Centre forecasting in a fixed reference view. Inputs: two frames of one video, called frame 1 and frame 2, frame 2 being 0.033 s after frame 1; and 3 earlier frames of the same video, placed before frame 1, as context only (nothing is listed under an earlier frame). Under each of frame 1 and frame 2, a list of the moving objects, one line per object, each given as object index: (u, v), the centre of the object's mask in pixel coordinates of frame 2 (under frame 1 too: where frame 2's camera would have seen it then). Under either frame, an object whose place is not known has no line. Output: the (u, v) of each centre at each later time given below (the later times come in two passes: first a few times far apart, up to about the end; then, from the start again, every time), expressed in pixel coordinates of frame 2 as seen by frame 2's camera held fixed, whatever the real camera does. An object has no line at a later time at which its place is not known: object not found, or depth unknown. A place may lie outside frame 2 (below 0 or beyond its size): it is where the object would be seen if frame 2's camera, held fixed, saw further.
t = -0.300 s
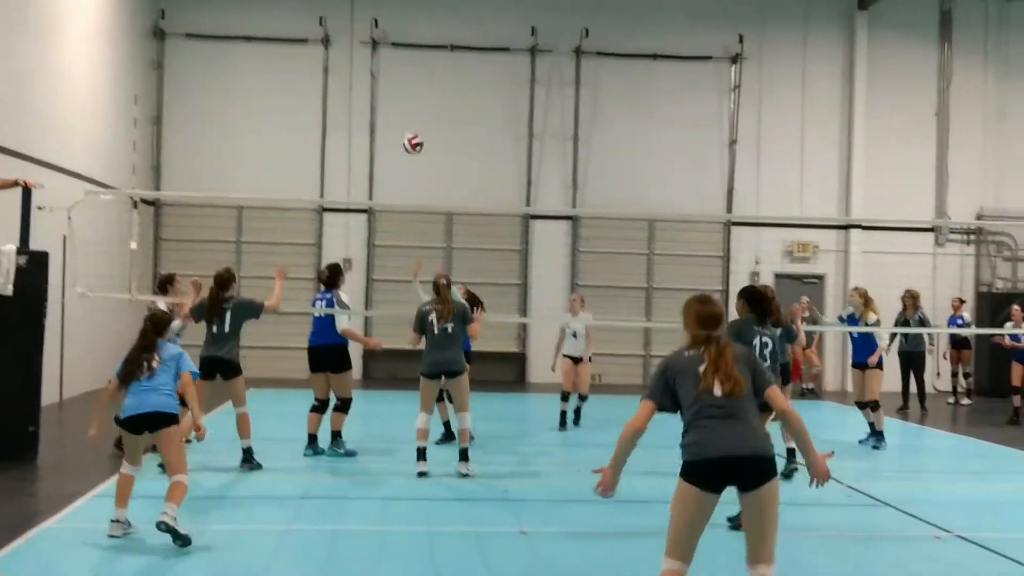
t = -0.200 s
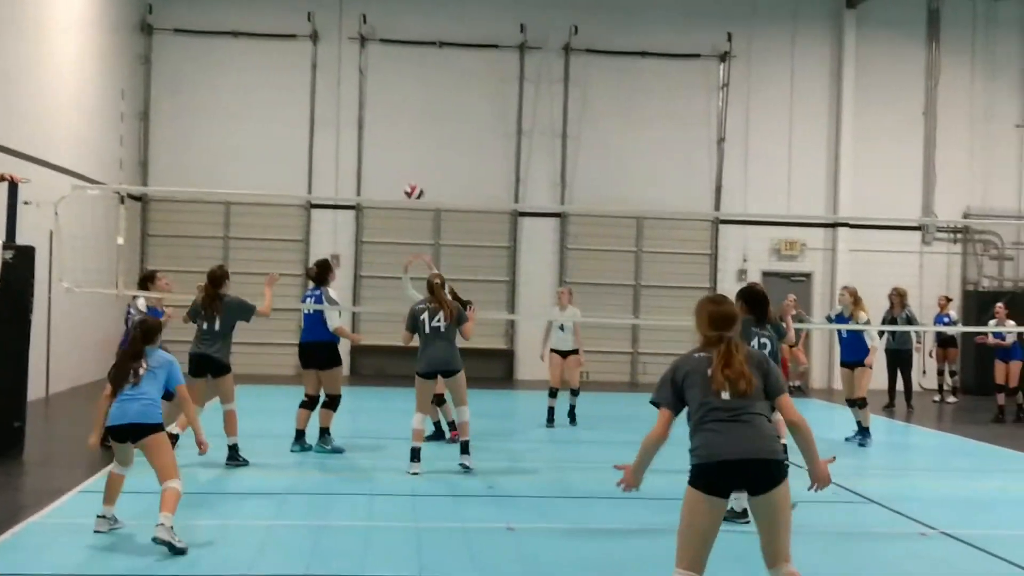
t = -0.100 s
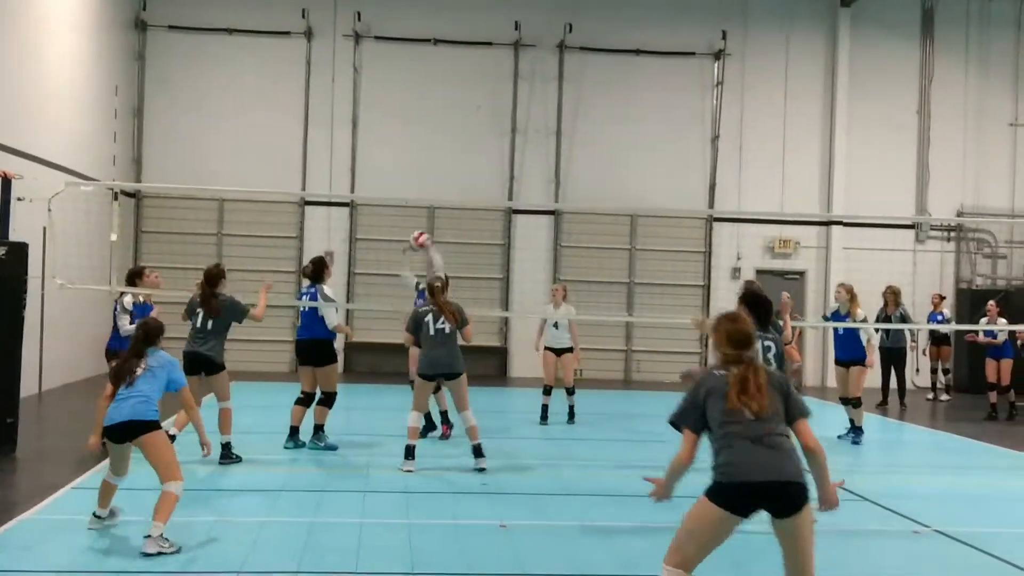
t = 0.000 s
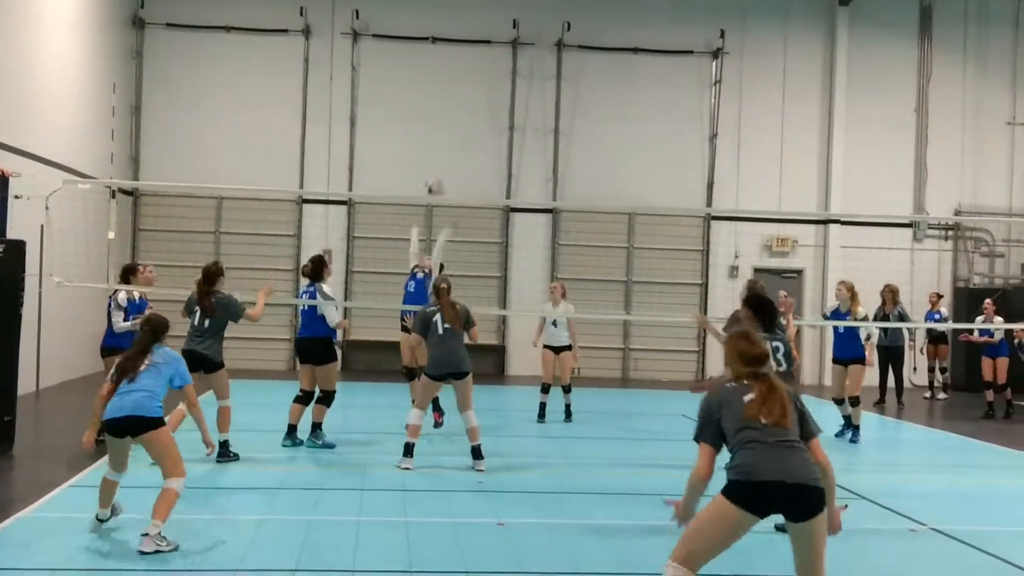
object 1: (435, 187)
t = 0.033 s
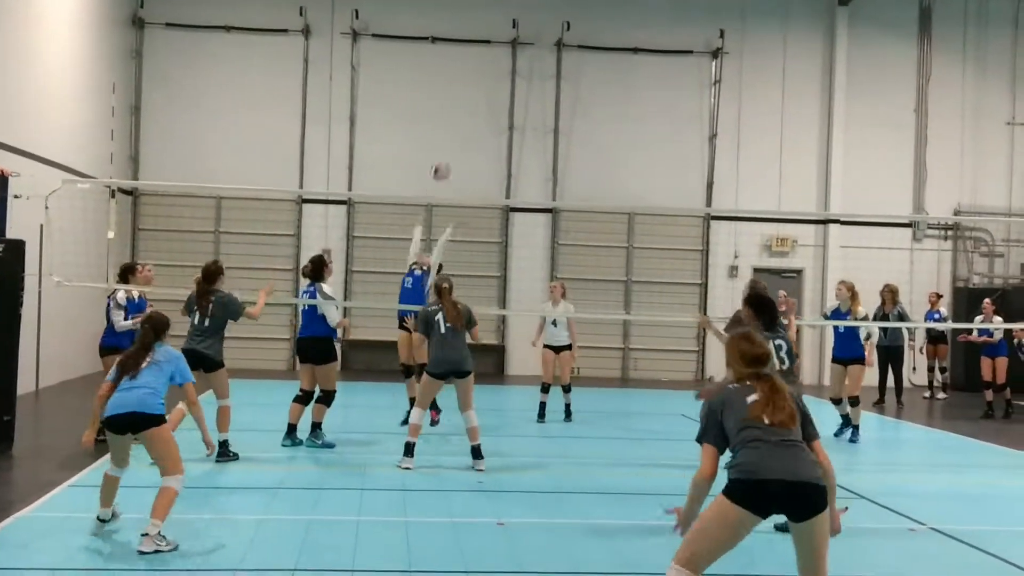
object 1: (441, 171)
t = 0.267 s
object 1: (477, 82)
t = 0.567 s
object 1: (517, 46)
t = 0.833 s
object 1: (546, 82)
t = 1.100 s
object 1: (570, 175)
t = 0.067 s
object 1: (446, 155)
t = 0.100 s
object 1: (452, 140)
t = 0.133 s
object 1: (457, 125)
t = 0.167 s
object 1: (462, 114)
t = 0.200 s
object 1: (467, 102)
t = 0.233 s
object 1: (472, 90)
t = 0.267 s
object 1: (477, 82)
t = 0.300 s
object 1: (482, 73)
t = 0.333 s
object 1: (487, 67)
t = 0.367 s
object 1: (491, 61)
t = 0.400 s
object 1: (495, 56)
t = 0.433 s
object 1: (500, 52)
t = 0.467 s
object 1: (505, 49)
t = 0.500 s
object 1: (510, 47)
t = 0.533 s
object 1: (513, 46)
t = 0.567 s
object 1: (517, 46)
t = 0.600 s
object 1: (521, 47)
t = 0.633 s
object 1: (524, 50)
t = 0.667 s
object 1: (529, 52)
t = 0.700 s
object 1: (533, 57)
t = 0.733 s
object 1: (536, 62)
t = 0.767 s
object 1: (538, 68)
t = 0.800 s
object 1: (541, 75)
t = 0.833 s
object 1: (546, 82)
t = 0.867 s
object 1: (550, 92)
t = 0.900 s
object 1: (553, 101)
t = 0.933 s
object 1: (555, 111)
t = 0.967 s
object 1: (559, 123)
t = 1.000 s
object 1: (561, 134)
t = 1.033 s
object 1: (564, 149)
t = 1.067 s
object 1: (567, 161)
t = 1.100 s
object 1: (570, 175)
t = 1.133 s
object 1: (573, 190)
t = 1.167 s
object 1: (578, 199)
